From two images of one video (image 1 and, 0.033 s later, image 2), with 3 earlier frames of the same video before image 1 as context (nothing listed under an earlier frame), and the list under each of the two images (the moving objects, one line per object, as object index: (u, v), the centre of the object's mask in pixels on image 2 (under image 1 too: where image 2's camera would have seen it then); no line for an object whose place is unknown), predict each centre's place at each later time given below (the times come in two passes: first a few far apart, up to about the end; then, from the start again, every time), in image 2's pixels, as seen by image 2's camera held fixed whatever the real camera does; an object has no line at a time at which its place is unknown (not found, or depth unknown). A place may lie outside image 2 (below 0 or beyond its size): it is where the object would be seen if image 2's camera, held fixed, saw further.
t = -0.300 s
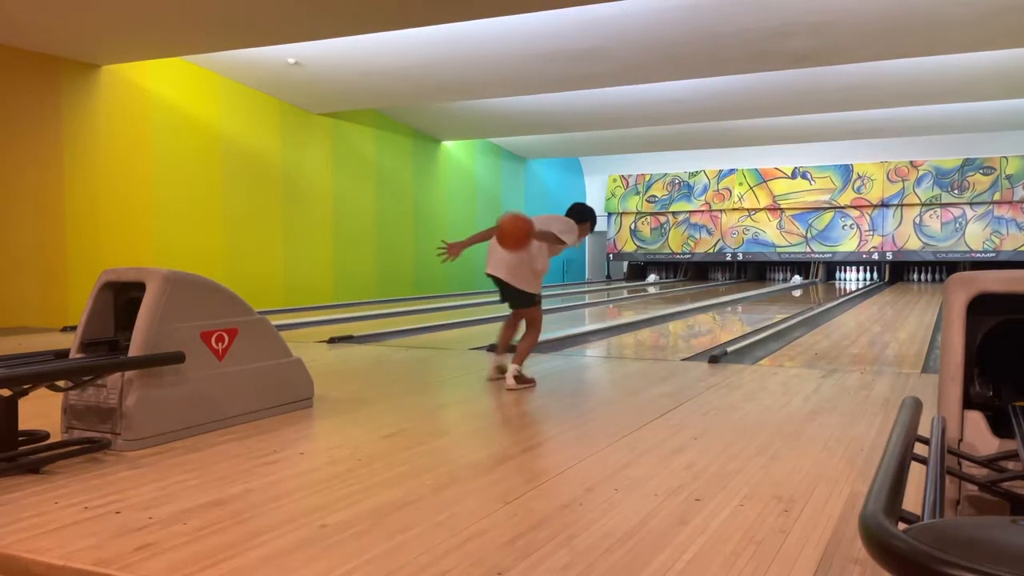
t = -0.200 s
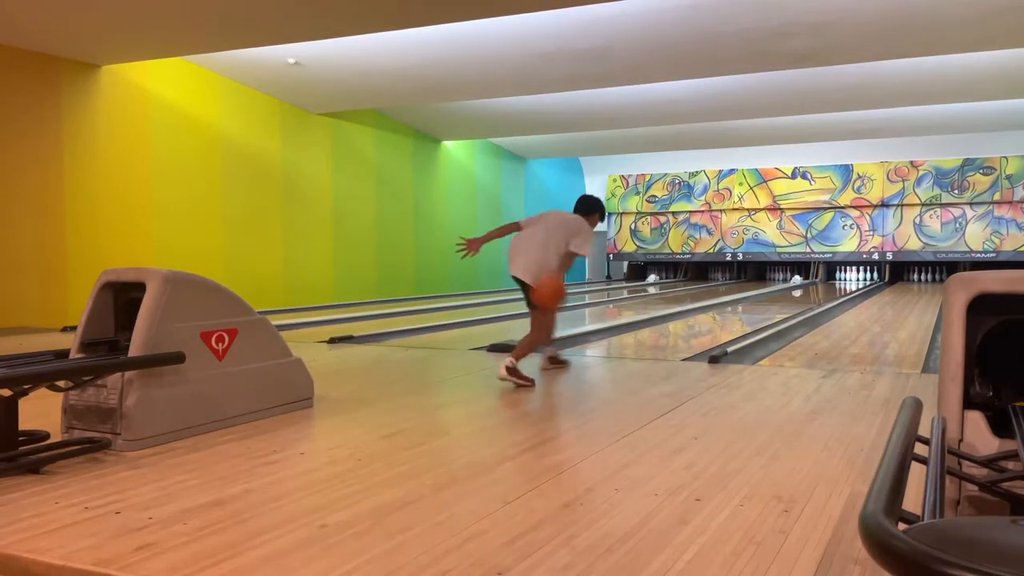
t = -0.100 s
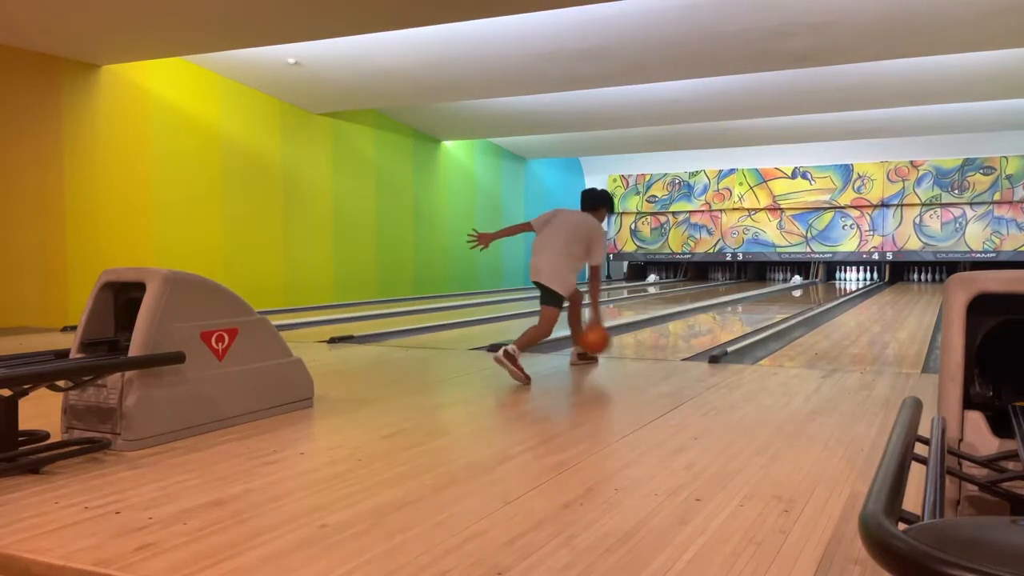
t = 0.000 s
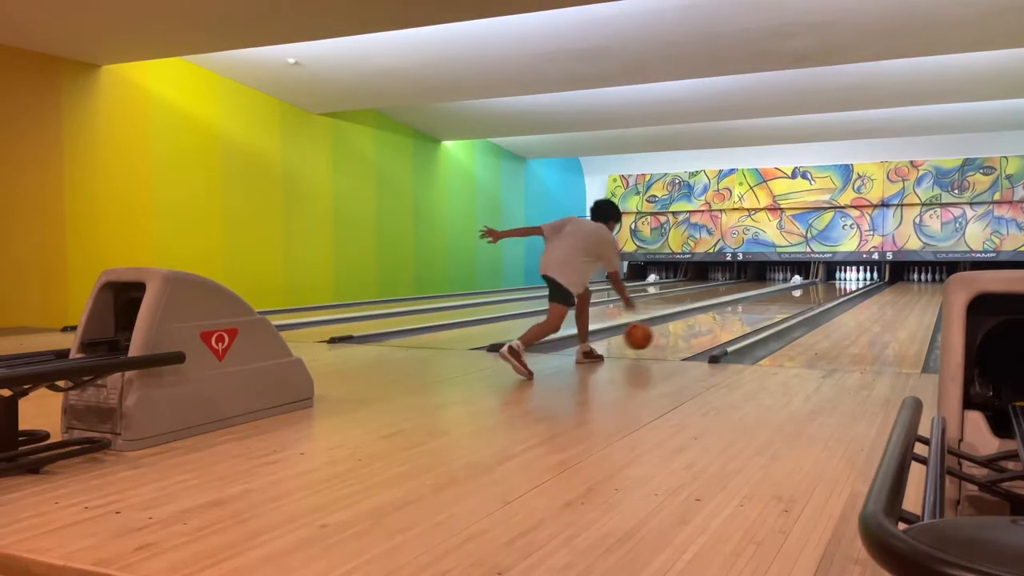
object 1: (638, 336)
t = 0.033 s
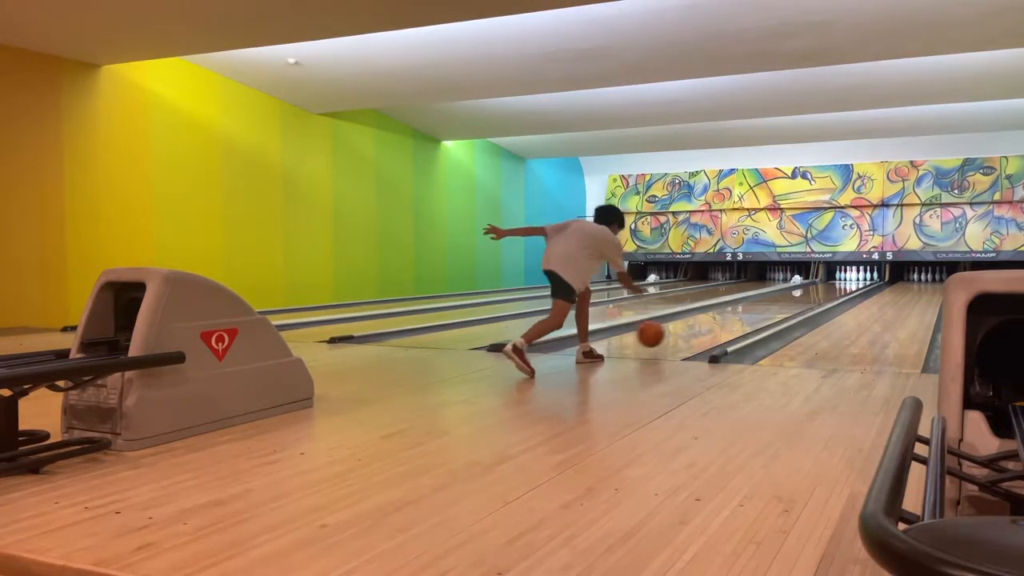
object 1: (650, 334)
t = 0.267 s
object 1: (715, 320)
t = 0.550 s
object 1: (761, 305)
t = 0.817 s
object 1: (790, 297)
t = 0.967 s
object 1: (803, 294)
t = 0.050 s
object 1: (656, 333)
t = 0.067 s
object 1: (662, 333)
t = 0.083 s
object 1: (667, 334)
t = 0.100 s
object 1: (672, 333)
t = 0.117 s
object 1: (677, 331)
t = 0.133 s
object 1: (682, 330)
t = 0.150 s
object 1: (686, 329)
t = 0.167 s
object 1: (692, 327)
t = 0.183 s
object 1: (696, 326)
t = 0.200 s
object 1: (699, 325)
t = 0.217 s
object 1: (703, 323)
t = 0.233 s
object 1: (707, 321)
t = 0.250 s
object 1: (712, 321)
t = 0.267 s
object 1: (715, 320)
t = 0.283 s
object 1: (719, 319)
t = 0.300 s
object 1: (721, 318)
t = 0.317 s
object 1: (724, 317)
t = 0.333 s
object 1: (727, 316)
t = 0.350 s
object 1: (730, 315)
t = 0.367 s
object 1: (734, 314)
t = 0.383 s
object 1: (737, 314)
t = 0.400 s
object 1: (740, 312)
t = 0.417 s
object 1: (742, 312)
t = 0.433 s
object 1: (744, 310)
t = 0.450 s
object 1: (748, 310)
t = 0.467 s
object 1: (750, 309)
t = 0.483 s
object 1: (752, 309)
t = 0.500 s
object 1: (755, 308)
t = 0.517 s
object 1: (757, 307)
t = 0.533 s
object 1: (759, 306)
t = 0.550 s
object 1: (761, 305)
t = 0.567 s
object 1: (764, 305)
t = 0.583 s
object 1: (765, 304)
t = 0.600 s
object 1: (767, 304)
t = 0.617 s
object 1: (769, 303)
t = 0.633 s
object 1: (771, 303)
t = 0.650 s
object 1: (774, 302)
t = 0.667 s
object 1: (775, 301)
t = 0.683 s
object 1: (777, 301)
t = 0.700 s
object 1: (779, 300)
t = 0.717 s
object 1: (780, 300)
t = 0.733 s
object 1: (782, 299)
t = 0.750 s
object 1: (784, 299)
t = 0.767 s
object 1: (786, 298)
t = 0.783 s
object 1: (787, 298)
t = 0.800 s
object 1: (788, 298)
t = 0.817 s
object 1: (790, 297)
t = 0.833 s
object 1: (792, 297)
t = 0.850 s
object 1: (794, 296)
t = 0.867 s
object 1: (796, 295)
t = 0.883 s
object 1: (797, 295)
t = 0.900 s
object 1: (797, 295)
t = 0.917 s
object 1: (798, 295)
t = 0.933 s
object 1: (799, 294)
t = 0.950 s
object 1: (801, 294)
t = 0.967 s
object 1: (803, 294)
